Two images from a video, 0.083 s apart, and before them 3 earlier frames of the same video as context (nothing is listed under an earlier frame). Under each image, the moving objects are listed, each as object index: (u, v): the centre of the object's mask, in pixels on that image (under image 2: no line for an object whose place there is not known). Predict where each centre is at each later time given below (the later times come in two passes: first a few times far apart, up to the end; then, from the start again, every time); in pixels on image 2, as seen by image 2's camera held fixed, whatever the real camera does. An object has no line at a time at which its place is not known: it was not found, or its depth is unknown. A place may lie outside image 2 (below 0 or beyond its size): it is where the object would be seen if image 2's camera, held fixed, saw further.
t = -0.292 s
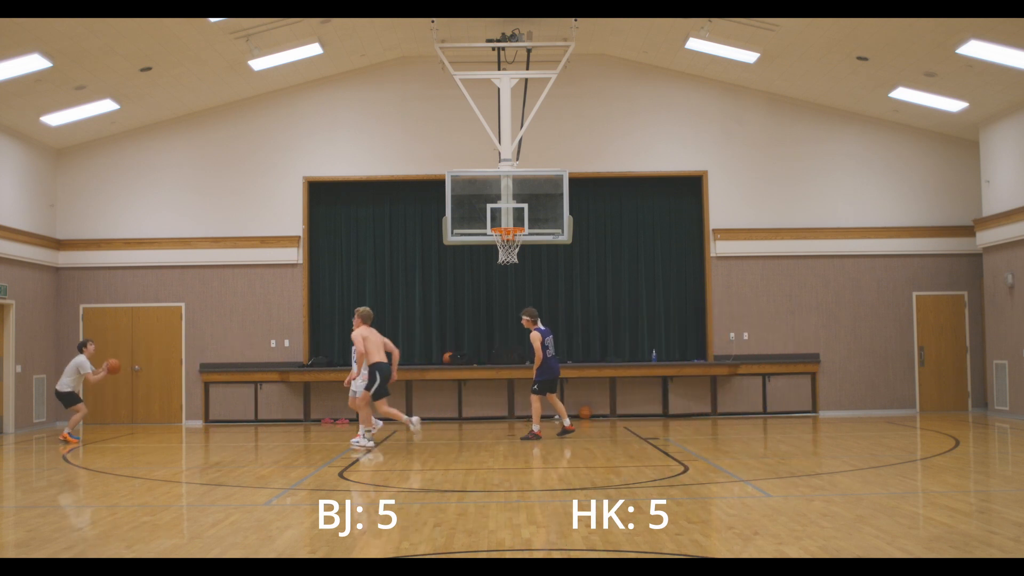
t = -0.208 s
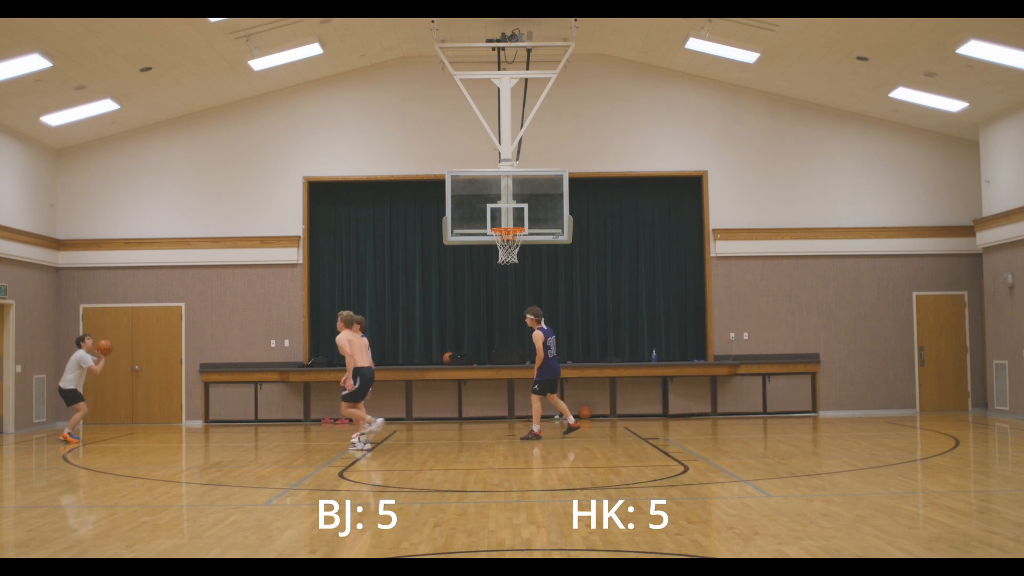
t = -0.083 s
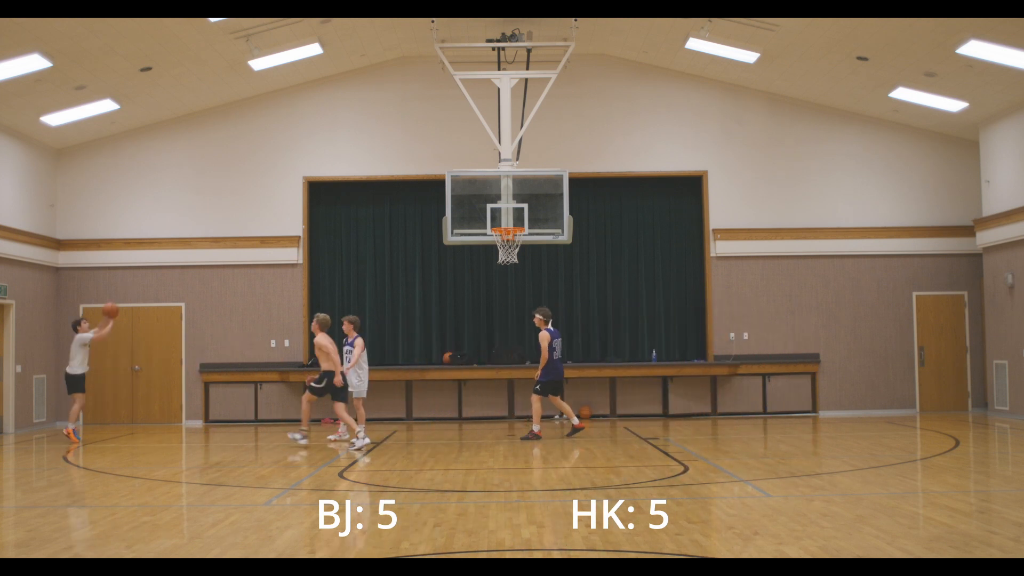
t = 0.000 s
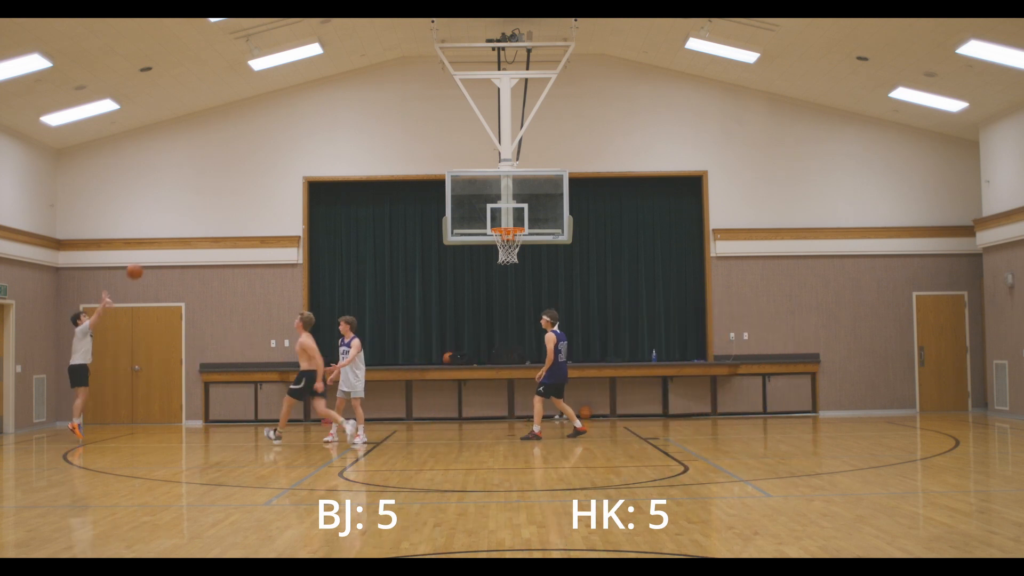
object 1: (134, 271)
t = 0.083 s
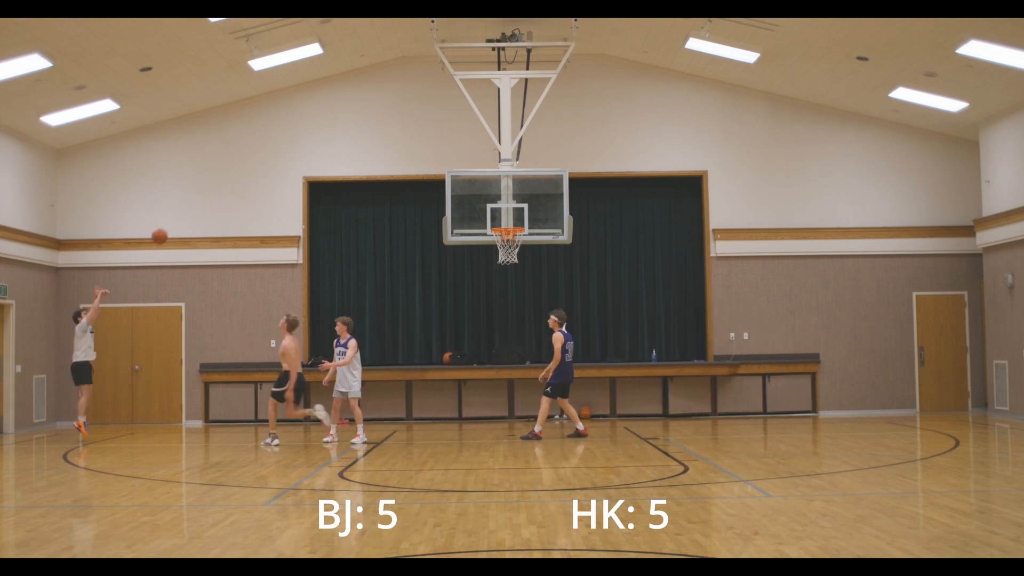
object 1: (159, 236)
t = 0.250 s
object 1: (209, 180)
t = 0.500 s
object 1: (282, 128)
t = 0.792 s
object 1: (366, 119)
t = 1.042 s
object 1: (438, 156)
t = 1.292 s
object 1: (511, 235)
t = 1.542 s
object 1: (529, 258)
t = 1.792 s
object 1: (539, 311)
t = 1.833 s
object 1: (541, 324)
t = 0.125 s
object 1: (172, 220)
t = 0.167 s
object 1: (184, 205)
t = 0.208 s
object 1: (196, 192)
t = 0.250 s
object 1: (209, 180)
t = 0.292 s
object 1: (221, 168)
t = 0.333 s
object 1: (233, 158)
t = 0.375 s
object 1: (245, 149)
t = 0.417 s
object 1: (257, 141)
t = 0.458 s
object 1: (270, 134)
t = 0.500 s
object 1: (282, 128)
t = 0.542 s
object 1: (294, 124)
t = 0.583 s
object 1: (306, 120)
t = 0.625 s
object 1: (318, 118)
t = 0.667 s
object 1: (330, 117)
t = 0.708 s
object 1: (342, 116)
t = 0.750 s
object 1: (354, 117)
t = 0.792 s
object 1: (366, 119)
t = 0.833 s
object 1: (378, 123)
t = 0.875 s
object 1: (391, 127)
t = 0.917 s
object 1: (402, 132)
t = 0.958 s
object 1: (414, 139)
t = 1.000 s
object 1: (426, 147)
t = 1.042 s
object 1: (438, 156)
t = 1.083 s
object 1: (450, 166)
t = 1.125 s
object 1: (463, 177)
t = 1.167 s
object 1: (475, 189)
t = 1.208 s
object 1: (486, 203)
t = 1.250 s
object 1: (498, 218)
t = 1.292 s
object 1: (511, 235)
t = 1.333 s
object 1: (520, 245)
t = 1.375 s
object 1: (523, 246)
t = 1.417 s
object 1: (524, 249)
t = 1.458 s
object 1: (525, 250)
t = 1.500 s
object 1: (527, 254)
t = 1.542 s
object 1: (529, 258)
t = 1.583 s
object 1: (530, 264)
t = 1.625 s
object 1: (532, 271)
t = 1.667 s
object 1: (533, 279)
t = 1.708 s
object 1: (535, 289)
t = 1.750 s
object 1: (537, 299)
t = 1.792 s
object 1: (539, 311)
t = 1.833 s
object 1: (541, 324)
